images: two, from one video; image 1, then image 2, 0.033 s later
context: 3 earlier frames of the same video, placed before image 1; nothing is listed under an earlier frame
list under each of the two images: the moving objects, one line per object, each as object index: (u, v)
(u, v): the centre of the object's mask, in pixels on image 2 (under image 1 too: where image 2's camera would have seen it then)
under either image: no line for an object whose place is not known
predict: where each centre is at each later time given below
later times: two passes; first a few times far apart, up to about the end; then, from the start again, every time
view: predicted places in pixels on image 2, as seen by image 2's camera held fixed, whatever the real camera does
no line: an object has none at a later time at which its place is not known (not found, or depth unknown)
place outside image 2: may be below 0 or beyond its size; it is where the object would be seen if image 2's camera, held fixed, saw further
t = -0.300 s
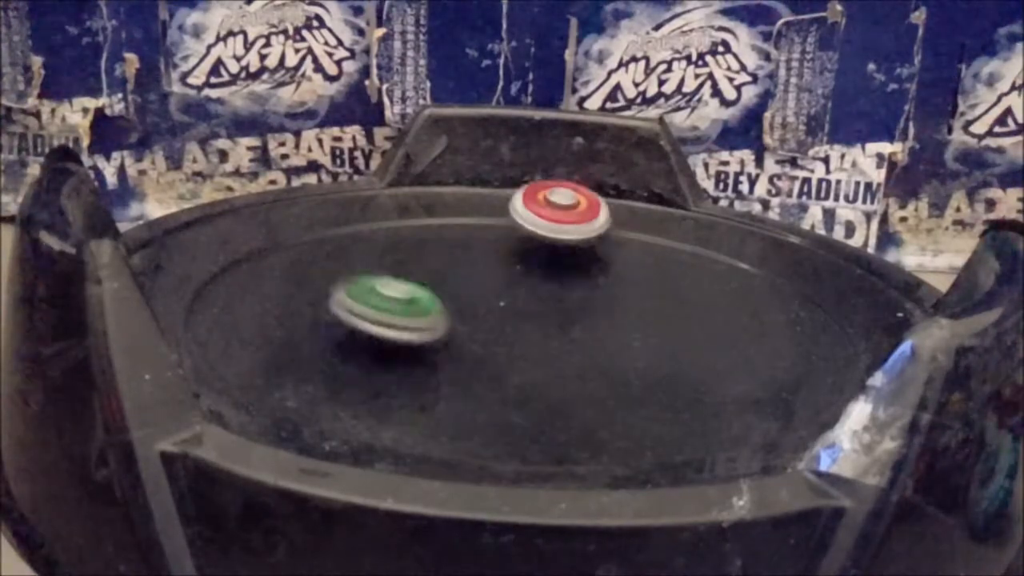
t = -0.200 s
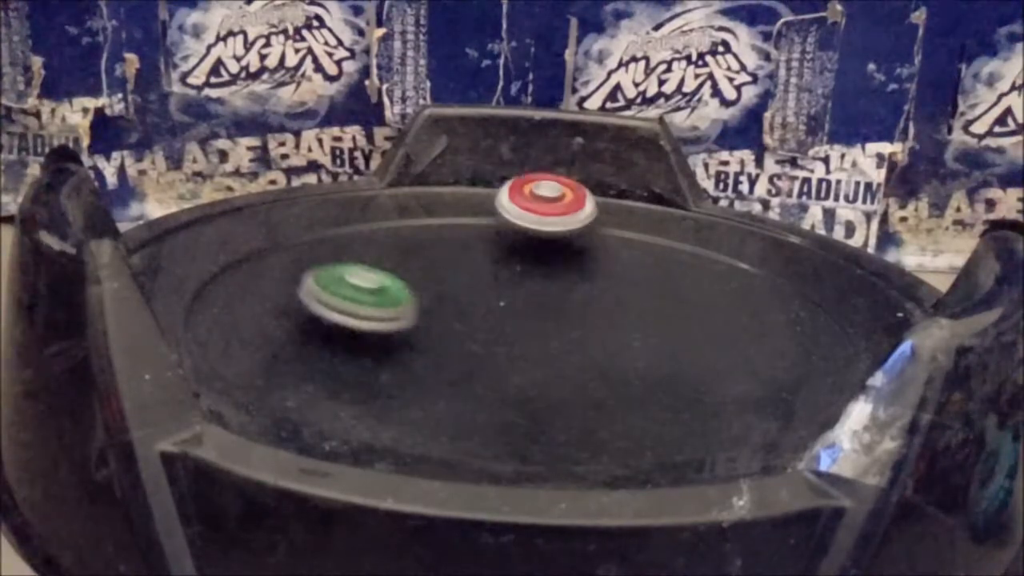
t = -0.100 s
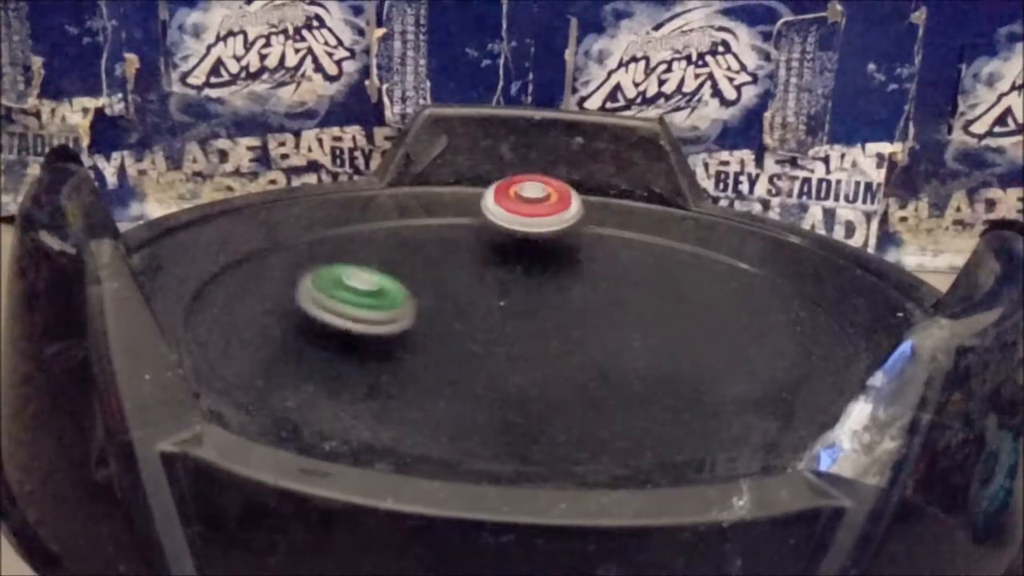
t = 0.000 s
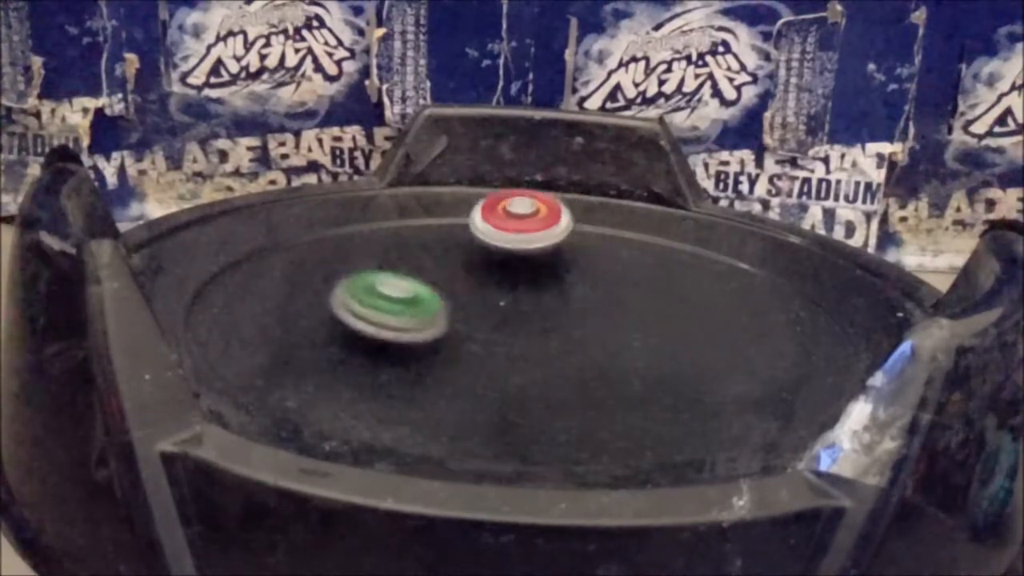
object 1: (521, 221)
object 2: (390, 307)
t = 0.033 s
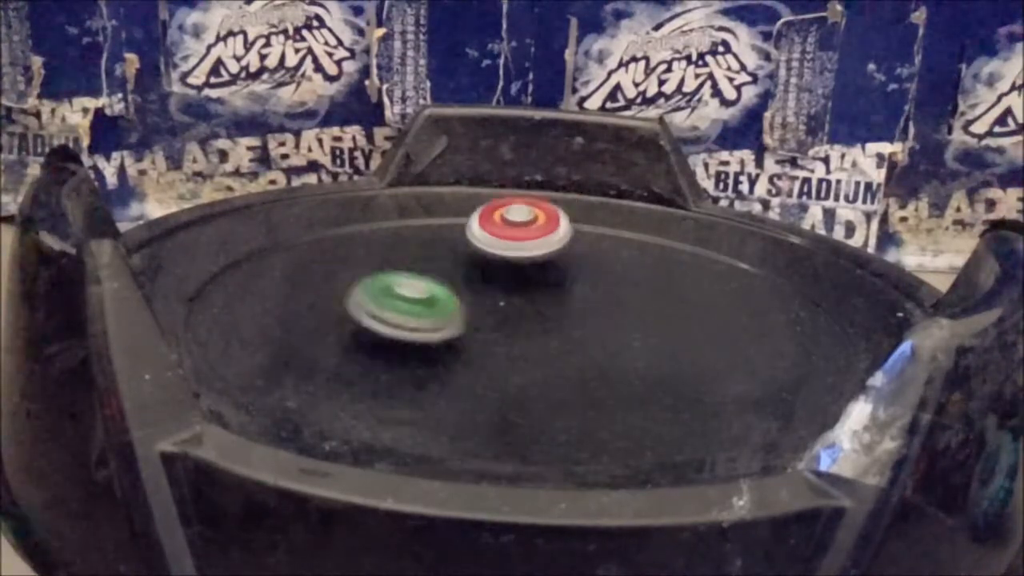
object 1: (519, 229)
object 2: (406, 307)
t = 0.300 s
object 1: (603, 265)
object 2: (448, 297)
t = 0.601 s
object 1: (664, 284)
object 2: (512, 290)
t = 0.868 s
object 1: (664, 317)
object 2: (525, 292)
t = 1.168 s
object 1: (635, 347)
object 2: (575, 311)
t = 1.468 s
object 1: (585, 349)
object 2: (590, 308)
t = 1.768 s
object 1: (458, 362)
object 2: (522, 296)
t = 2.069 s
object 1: (415, 342)
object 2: (521, 339)
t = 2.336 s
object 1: (412, 315)
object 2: (590, 325)
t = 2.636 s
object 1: (328, 257)
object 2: (580, 315)
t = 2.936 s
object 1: (348, 254)
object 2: (579, 312)
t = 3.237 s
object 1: (469, 276)
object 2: (549, 345)
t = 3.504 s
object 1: (569, 276)
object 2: (558, 348)
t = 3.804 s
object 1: (615, 280)
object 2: (480, 336)
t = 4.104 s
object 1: (633, 308)
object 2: (470, 340)
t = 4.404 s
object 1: (617, 333)
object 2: (490, 313)
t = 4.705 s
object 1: (556, 347)
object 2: (469, 302)
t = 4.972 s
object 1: (485, 345)
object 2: (534, 309)
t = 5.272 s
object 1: (427, 323)
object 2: (556, 307)
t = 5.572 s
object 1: (411, 293)
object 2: (539, 330)
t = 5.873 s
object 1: (435, 268)
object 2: (568, 339)
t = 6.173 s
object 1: (496, 263)
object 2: (508, 331)
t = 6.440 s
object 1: (560, 270)
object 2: (484, 342)
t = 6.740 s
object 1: (617, 288)
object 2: (515, 326)
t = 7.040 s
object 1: (640, 316)
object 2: (476, 309)
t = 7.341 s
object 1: (614, 341)
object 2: (506, 324)
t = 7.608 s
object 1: (626, 371)
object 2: (514, 288)
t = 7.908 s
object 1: (557, 359)
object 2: (490, 302)
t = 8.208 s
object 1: (428, 338)
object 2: (559, 324)
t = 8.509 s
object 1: (384, 308)
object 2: (596, 323)
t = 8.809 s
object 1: (420, 281)
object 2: (535, 333)
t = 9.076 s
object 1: (478, 264)
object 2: (489, 343)
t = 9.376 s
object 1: (549, 267)
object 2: (495, 344)
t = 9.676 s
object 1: (616, 287)
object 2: (496, 318)
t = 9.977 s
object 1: (641, 319)
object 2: (484, 302)
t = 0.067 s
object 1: (518, 238)
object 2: (423, 306)
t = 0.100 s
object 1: (522, 246)
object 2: (437, 303)
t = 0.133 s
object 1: (527, 254)
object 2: (448, 298)
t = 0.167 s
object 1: (549, 256)
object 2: (442, 298)
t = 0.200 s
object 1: (569, 259)
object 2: (439, 297)
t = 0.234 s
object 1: (581, 261)
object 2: (440, 297)
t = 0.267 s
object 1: (593, 262)
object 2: (443, 296)
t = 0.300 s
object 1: (603, 265)
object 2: (448, 297)
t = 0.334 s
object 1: (611, 266)
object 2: (454, 297)
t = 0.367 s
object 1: (620, 268)
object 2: (461, 297)
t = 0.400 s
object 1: (629, 269)
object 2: (468, 297)
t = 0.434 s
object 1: (635, 271)
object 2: (477, 297)
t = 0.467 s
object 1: (642, 272)
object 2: (486, 297)
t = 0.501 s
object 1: (649, 276)
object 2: (493, 296)
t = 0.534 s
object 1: (655, 279)
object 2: (502, 295)
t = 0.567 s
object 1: (660, 281)
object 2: (508, 292)
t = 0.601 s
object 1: (664, 284)
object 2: (512, 290)
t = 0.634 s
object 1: (668, 288)
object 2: (515, 289)
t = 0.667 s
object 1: (670, 292)
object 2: (518, 287)
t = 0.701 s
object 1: (670, 296)
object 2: (519, 286)
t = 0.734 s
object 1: (670, 300)
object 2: (520, 286)
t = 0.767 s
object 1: (670, 304)
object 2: (520, 286)
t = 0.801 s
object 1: (668, 309)
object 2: (521, 288)
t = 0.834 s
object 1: (666, 313)
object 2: (522, 290)
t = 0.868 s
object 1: (664, 317)
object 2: (525, 292)
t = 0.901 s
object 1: (662, 321)
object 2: (527, 295)
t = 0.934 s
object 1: (660, 326)
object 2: (531, 298)
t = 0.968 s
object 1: (657, 330)
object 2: (536, 301)
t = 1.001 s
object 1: (654, 333)
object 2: (542, 305)
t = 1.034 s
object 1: (651, 336)
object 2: (547, 308)
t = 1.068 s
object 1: (648, 339)
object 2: (552, 309)
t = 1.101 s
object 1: (644, 342)
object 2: (558, 311)
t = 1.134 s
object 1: (640, 344)
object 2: (566, 311)
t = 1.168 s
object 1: (635, 347)
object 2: (575, 311)
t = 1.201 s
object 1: (630, 348)
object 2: (584, 309)
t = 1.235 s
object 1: (624, 349)
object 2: (592, 307)
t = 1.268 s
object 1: (619, 349)
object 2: (597, 306)
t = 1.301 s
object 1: (616, 349)
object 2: (601, 305)
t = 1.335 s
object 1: (610, 349)
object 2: (603, 305)
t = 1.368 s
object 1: (605, 350)
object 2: (602, 305)
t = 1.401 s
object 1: (600, 350)
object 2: (599, 305)
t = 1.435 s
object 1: (593, 349)
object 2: (595, 306)
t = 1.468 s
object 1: (585, 349)
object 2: (590, 308)
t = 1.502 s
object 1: (573, 348)
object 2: (586, 308)
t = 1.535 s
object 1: (559, 349)
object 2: (582, 310)
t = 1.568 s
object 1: (533, 352)
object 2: (582, 311)
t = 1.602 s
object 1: (507, 358)
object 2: (577, 308)
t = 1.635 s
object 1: (490, 362)
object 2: (570, 303)
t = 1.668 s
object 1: (478, 361)
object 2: (560, 300)
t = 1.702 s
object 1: (470, 361)
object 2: (548, 297)
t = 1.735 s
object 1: (464, 361)
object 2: (536, 296)
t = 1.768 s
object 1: (458, 362)
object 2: (522, 296)
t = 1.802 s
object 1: (456, 360)
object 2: (515, 297)
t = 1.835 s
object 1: (451, 360)
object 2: (503, 300)
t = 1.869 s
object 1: (447, 358)
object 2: (494, 304)
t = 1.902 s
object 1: (440, 358)
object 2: (489, 308)
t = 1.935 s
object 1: (434, 355)
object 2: (489, 312)
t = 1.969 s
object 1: (427, 351)
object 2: (493, 318)
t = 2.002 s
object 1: (422, 349)
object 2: (500, 325)
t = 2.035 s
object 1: (417, 346)
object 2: (511, 332)
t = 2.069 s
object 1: (415, 342)
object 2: (521, 339)
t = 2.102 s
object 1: (414, 339)
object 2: (532, 344)
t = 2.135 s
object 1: (415, 337)
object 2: (545, 345)
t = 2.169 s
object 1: (416, 335)
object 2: (559, 345)
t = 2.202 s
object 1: (416, 332)
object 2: (572, 343)
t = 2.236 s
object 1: (416, 329)
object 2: (583, 340)
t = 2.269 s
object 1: (416, 325)
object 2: (590, 335)
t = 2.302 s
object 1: (414, 320)
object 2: (592, 330)
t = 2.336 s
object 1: (412, 315)
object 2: (590, 325)
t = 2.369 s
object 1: (410, 311)
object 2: (584, 321)
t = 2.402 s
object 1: (409, 307)
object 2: (573, 317)
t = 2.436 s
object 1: (409, 304)
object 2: (560, 314)
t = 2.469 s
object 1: (409, 299)
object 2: (546, 312)
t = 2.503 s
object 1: (409, 294)
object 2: (530, 312)
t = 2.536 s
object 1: (384, 284)
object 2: (542, 314)
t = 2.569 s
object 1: (354, 272)
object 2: (559, 315)
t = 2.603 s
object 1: (337, 263)
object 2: (571, 316)
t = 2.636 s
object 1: (328, 257)
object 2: (580, 315)
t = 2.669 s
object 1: (322, 253)
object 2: (588, 314)
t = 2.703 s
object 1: (319, 251)
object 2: (595, 313)
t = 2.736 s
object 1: (318, 249)
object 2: (598, 311)
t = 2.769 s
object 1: (318, 249)
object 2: (599, 310)
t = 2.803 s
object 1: (321, 248)
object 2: (598, 309)
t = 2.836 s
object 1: (325, 249)
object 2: (596, 308)
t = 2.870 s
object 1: (330, 249)
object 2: (591, 309)
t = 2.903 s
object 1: (337, 252)
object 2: (585, 310)
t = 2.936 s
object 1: (348, 254)
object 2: (579, 312)
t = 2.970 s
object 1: (361, 258)
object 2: (571, 314)
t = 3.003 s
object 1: (374, 261)
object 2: (564, 317)
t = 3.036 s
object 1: (388, 264)
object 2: (558, 321)
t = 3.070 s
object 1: (401, 267)
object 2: (552, 325)
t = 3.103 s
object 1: (414, 271)
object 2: (549, 329)
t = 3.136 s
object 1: (427, 273)
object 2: (547, 334)
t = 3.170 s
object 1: (441, 274)
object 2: (546, 338)
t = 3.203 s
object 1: (455, 276)
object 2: (548, 341)
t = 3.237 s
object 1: (469, 276)
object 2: (549, 345)
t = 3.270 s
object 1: (482, 277)
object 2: (552, 347)
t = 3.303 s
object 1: (495, 278)
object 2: (555, 349)
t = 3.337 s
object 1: (508, 278)
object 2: (558, 350)
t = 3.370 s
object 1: (522, 278)
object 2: (561, 351)
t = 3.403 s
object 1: (536, 277)
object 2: (562, 351)
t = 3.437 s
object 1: (549, 277)
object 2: (561, 351)
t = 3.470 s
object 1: (560, 276)
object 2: (561, 350)
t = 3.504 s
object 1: (569, 276)
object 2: (558, 348)
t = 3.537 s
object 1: (579, 275)
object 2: (554, 346)
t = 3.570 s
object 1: (587, 275)
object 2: (548, 344)
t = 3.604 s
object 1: (595, 276)
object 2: (540, 342)
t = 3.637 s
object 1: (602, 277)
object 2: (531, 341)
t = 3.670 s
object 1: (607, 277)
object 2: (520, 339)
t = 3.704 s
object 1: (610, 278)
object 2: (509, 338)
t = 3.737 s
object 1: (612, 277)
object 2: (500, 337)
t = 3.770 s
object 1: (613, 279)
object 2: (490, 337)
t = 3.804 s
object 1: (615, 280)
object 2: (480, 336)
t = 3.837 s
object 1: (617, 282)
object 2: (474, 337)
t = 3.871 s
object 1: (619, 285)
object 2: (467, 337)
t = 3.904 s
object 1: (622, 288)
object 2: (462, 338)
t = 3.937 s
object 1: (624, 291)
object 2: (460, 339)
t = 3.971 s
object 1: (626, 294)
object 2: (459, 339)
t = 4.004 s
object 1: (628, 296)
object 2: (460, 339)
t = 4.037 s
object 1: (630, 300)
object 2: (462, 340)
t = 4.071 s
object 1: (631, 304)
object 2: (466, 340)
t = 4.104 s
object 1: (633, 308)
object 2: (470, 340)
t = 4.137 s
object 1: (633, 311)
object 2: (476, 338)
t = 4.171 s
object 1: (633, 315)
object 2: (480, 337)
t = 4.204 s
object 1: (632, 317)
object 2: (486, 334)
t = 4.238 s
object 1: (630, 321)
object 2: (490, 331)
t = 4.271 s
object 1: (628, 324)
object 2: (492, 327)
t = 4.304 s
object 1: (627, 326)
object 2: (493, 325)
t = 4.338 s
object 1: (625, 328)
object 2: (493, 321)
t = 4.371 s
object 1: (621, 331)
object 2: (493, 317)
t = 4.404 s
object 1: (617, 333)
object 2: (490, 313)
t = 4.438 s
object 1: (613, 336)
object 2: (488, 310)
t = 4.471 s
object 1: (607, 339)
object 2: (485, 306)
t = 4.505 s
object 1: (601, 341)
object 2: (480, 305)
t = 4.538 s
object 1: (596, 342)
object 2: (477, 303)
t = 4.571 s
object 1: (591, 343)
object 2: (474, 301)
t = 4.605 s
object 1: (585, 344)
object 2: (470, 300)
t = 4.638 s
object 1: (577, 345)
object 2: (469, 301)
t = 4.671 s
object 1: (567, 346)
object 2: (469, 302)
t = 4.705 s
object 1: (556, 347)
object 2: (469, 302)
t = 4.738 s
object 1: (546, 348)
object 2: (469, 303)
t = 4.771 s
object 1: (537, 348)
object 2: (473, 304)
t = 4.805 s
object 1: (527, 348)
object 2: (478, 304)
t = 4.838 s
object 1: (519, 347)
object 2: (484, 304)
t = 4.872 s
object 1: (511, 348)
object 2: (495, 304)
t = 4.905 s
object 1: (503, 347)
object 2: (508, 305)
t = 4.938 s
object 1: (494, 346)
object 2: (522, 306)
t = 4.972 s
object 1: (485, 345)
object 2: (534, 309)
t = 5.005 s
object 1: (477, 343)
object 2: (542, 311)
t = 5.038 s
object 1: (470, 341)
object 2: (548, 312)
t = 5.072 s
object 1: (464, 339)
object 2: (552, 312)
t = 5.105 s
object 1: (458, 337)
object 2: (555, 311)
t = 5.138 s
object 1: (452, 335)
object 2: (558, 310)
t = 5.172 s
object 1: (445, 333)
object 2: (559, 309)
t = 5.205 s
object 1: (438, 329)
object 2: (559, 307)
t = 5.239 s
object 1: (432, 326)
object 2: (557, 307)
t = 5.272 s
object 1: (427, 323)
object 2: (556, 307)
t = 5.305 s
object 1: (424, 320)
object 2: (553, 306)
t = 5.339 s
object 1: (422, 318)
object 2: (549, 309)
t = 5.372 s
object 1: (421, 317)
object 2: (546, 310)
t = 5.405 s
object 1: (418, 314)
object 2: (542, 312)
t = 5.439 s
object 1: (416, 310)
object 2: (540, 315)
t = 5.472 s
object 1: (414, 305)
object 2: (538, 318)
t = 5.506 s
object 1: (412, 301)
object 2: (538, 322)
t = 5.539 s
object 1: (412, 297)
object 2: (538, 326)
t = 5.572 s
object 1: (411, 293)
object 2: (539, 330)
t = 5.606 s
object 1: (411, 289)
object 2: (542, 332)
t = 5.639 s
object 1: (411, 286)
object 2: (546, 336)
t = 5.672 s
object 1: (413, 282)
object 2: (551, 337)
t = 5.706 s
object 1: (415, 279)
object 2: (555, 339)
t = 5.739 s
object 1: (418, 276)
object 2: (561, 340)
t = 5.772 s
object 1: (421, 274)
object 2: (564, 340)
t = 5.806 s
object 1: (425, 272)
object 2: (568, 340)
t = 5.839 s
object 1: (430, 270)
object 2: (569, 339)
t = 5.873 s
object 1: (435, 268)
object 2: (568, 339)
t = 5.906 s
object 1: (440, 267)
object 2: (567, 337)
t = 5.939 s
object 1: (446, 266)
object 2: (564, 336)
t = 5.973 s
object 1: (452, 265)
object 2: (559, 334)
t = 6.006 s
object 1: (459, 264)
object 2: (552, 333)
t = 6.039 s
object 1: (466, 264)
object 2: (545, 332)
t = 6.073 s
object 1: (473, 263)
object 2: (534, 331)
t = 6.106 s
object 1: (480, 263)
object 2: (526, 330)
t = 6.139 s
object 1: (488, 262)
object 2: (516, 330)
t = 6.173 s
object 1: (496, 263)
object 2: (508, 331)
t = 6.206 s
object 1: (505, 263)
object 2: (499, 331)
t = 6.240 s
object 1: (513, 264)
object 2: (491, 333)
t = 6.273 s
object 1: (521, 264)
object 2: (487, 334)
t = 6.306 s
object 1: (528, 266)
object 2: (481, 336)
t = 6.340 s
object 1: (537, 266)
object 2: (481, 338)
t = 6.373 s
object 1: (545, 268)
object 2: (480, 339)
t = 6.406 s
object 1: (552, 269)
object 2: (482, 341)
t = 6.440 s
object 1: (560, 270)
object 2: (484, 342)
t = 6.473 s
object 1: (568, 272)
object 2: (489, 343)
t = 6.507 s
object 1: (575, 273)
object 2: (494, 342)
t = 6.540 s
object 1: (582, 274)
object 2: (499, 342)
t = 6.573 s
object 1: (589, 276)
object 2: (504, 340)
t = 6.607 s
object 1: (595, 278)
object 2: (508, 339)
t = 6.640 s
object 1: (601, 280)
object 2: (512, 337)
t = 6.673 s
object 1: (607, 283)
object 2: (515, 333)
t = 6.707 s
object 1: (612, 285)
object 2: (515, 330)
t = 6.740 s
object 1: (617, 288)
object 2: (515, 326)
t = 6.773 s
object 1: (622, 292)
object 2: (512, 323)
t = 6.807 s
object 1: (625, 295)
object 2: (509, 319)
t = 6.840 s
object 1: (627, 295)
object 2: (506, 318)
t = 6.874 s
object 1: (630, 299)
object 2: (502, 314)
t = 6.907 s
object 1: (633, 302)
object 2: (496, 312)
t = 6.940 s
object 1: (636, 306)
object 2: (491, 311)
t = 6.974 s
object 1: (638, 309)
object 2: (485, 309)
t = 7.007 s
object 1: (640, 313)
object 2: (480, 309)
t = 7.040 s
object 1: (640, 316)
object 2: (476, 309)
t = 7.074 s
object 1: (640, 319)
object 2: (474, 310)
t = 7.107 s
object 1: (639, 322)
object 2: (473, 311)
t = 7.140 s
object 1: (637, 326)
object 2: (474, 313)
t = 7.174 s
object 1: (635, 329)
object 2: (476, 315)
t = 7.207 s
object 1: (634, 331)
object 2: (481, 318)
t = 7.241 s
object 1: (630, 334)
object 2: (485, 320)
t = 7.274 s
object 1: (625, 337)
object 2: (493, 322)
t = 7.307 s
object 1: (620, 339)
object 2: (500, 324)
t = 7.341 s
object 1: (614, 341)
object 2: (506, 324)
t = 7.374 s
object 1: (608, 344)
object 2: (511, 323)
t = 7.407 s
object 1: (601, 346)
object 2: (517, 321)
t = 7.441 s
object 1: (606, 356)
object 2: (523, 314)
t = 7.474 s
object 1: (614, 364)
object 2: (525, 305)
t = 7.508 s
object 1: (619, 367)
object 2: (524, 299)
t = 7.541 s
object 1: (623, 370)
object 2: (521, 295)
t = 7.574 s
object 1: (624, 370)
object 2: (517, 291)
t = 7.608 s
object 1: (626, 371)
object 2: (514, 288)
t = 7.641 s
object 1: (625, 371)
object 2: (507, 285)
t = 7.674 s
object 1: (623, 370)
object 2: (503, 283)
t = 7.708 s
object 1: (618, 370)
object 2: (497, 283)
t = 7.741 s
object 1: (611, 369)
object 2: (489, 284)
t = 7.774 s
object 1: (603, 368)
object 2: (486, 285)
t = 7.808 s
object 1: (593, 365)
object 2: (485, 290)
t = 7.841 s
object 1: (582, 364)
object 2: (484, 293)
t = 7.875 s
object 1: (569, 362)
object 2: (487, 298)
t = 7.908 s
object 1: (557, 359)
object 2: (490, 302)
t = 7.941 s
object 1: (546, 359)
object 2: (493, 305)
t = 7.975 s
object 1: (531, 353)
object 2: (498, 305)
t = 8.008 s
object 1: (517, 350)
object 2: (506, 305)
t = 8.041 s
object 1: (504, 346)
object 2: (518, 308)
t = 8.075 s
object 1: (484, 347)
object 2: (533, 310)
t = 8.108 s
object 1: (465, 345)
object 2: (540, 316)
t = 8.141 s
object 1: (451, 342)
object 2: (547, 319)
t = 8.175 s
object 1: (437, 340)
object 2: (552, 322)
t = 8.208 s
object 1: (428, 338)
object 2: (559, 324)
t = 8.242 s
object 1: (418, 335)
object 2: (566, 324)
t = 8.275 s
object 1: (410, 331)
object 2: (574, 324)
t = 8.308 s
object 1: (403, 328)
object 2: (580, 325)
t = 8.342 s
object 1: (398, 325)
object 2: (587, 325)
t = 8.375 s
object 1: (393, 322)
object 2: (591, 325)
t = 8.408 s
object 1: (390, 318)
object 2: (595, 324)
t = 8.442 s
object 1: (387, 315)
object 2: (597, 324)
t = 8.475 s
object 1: (385, 312)
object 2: (597, 323)
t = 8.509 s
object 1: (384, 308)
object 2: (596, 323)
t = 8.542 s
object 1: (385, 305)
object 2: (591, 323)
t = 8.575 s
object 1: (387, 302)
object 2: (585, 323)
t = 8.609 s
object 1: (390, 299)
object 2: (581, 324)
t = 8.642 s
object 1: (393, 296)
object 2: (572, 325)
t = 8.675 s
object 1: (398, 293)
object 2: (565, 326)
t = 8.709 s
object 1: (402, 290)
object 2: (559, 327)
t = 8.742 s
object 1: (408, 286)
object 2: (550, 329)
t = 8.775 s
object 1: (413, 284)
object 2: (543, 330)
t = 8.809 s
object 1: (420, 281)
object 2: (535, 333)
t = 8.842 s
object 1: (426, 279)
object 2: (528, 334)
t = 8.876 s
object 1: (433, 276)
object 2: (523, 335)
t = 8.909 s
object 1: (440, 273)
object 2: (516, 337)
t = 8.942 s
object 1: (448, 271)
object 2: (511, 338)
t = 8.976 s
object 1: (455, 269)
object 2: (505, 340)
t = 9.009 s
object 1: (463, 267)
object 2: (497, 341)
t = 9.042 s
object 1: (471, 266)
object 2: (494, 342)
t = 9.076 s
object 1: (478, 264)
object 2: (489, 343)
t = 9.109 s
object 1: (486, 264)
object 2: (486, 345)
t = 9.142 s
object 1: (494, 263)
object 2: (485, 346)
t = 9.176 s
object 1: (502, 263)
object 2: (485, 347)
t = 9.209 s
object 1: (511, 262)
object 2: (486, 347)
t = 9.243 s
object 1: (518, 263)
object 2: (487, 348)
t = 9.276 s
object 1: (527, 263)
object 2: (489, 347)
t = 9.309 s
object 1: (535, 264)
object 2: (491, 345)
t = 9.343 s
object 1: (544, 266)
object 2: (493, 345)
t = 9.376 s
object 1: (549, 267)
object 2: (495, 344)
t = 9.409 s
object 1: (557, 268)
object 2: (498, 341)
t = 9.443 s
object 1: (566, 270)
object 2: (498, 339)
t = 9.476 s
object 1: (574, 272)
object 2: (498, 336)
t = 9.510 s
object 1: (583, 273)
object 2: (498, 332)
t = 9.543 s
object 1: (590, 276)
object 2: (497, 330)
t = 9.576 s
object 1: (597, 278)
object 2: (497, 327)
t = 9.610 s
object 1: (604, 282)
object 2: (497, 324)
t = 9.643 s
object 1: (610, 284)
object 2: (496, 321)
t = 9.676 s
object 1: (616, 287)
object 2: (496, 318)
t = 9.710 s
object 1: (621, 291)
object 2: (495, 316)
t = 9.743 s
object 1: (626, 294)
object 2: (494, 313)
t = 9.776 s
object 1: (630, 298)
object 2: (493, 310)
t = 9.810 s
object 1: (634, 301)
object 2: (491, 309)
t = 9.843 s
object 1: (637, 305)
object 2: (490, 306)
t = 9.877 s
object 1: (640, 309)
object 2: (488, 305)
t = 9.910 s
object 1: (641, 312)
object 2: (485, 303)
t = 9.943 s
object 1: (641, 316)
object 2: (484, 302)
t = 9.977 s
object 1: (641, 319)
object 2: (484, 302)
